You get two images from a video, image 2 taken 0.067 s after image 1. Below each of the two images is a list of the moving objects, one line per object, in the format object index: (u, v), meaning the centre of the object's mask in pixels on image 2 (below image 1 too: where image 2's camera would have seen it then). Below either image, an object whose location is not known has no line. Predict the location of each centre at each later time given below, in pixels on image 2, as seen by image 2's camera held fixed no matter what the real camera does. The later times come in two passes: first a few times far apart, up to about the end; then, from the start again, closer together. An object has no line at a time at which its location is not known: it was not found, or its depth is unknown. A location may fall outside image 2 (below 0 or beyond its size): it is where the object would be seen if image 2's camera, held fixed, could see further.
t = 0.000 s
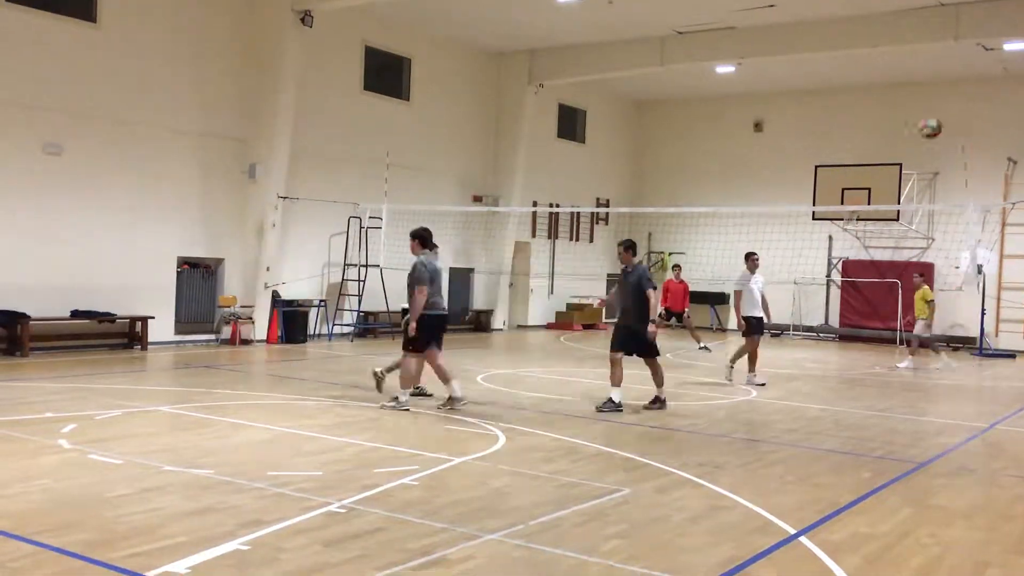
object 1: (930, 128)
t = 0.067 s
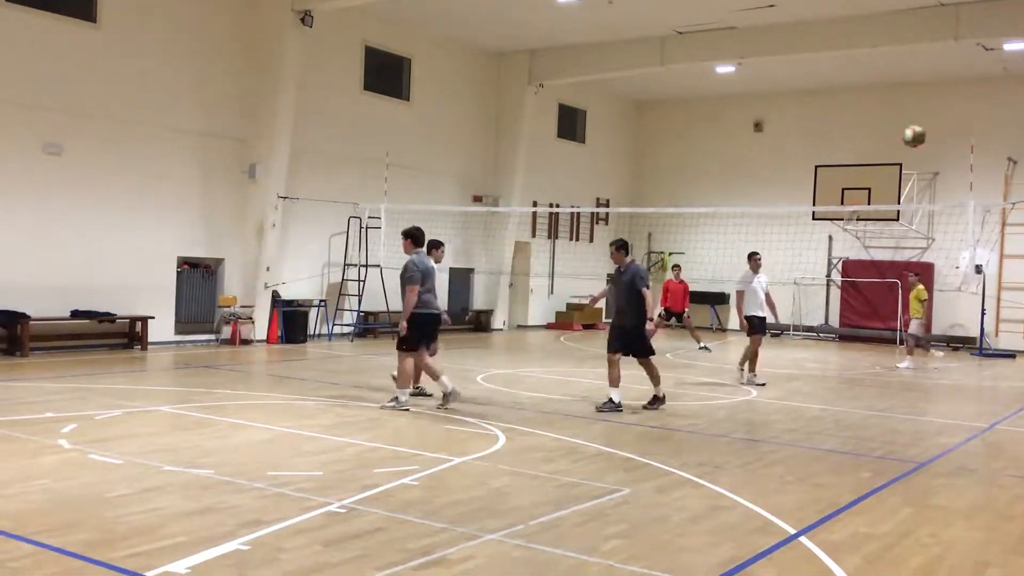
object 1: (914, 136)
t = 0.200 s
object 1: (879, 166)
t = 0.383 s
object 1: (824, 245)
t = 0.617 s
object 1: (747, 410)
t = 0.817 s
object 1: (703, 357)
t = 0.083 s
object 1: (909, 139)
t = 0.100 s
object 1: (906, 142)
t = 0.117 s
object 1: (902, 145)
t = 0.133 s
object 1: (897, 149)
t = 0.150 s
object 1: (892, 153)
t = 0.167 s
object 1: (887, 157)
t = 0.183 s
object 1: (883, 161)
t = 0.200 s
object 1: (879, 166)
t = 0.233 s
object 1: (869, 177)
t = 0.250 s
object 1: (865, 182)
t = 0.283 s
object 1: (854, 196)
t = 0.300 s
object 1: (849, 203)
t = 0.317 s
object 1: (844, 210)
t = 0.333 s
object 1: (840, 219)
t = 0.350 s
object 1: (834, 226)
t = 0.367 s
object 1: (830, 235)
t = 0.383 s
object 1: (824, 245)
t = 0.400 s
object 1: (818, 254)
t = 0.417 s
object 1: (813, 263)
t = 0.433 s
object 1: (808, 274)
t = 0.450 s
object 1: (802, 285)
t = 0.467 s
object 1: (800, 296)
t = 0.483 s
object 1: (794, 307)
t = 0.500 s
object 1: (788, 317)
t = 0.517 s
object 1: (781, 329)
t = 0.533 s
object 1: (775, 339)
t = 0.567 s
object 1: (762, 370)
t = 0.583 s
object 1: (759, 381)
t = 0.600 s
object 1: (753, 396)
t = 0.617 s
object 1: (747, 410)
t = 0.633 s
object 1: (741, 425)
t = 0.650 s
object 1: (735, 440)
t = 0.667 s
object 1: (729, 454)
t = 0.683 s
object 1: (726, 443)
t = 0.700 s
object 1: (723, 432)
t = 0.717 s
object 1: (720, 420)
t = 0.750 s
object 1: (714, 399)
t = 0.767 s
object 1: (711, 386)
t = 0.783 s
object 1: (708, 377)
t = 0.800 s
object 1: (705, 366)
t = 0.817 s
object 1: (703, 357)
